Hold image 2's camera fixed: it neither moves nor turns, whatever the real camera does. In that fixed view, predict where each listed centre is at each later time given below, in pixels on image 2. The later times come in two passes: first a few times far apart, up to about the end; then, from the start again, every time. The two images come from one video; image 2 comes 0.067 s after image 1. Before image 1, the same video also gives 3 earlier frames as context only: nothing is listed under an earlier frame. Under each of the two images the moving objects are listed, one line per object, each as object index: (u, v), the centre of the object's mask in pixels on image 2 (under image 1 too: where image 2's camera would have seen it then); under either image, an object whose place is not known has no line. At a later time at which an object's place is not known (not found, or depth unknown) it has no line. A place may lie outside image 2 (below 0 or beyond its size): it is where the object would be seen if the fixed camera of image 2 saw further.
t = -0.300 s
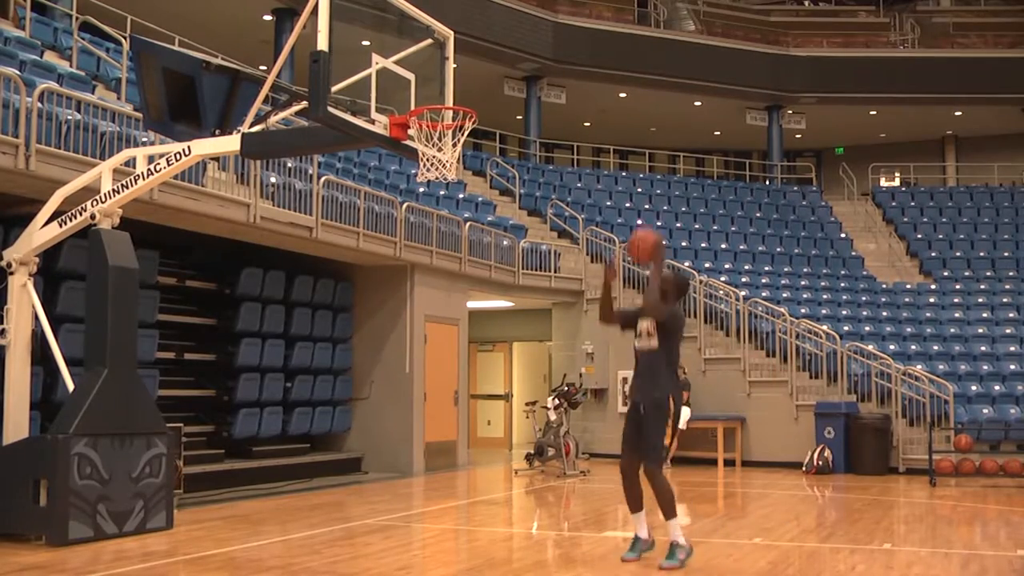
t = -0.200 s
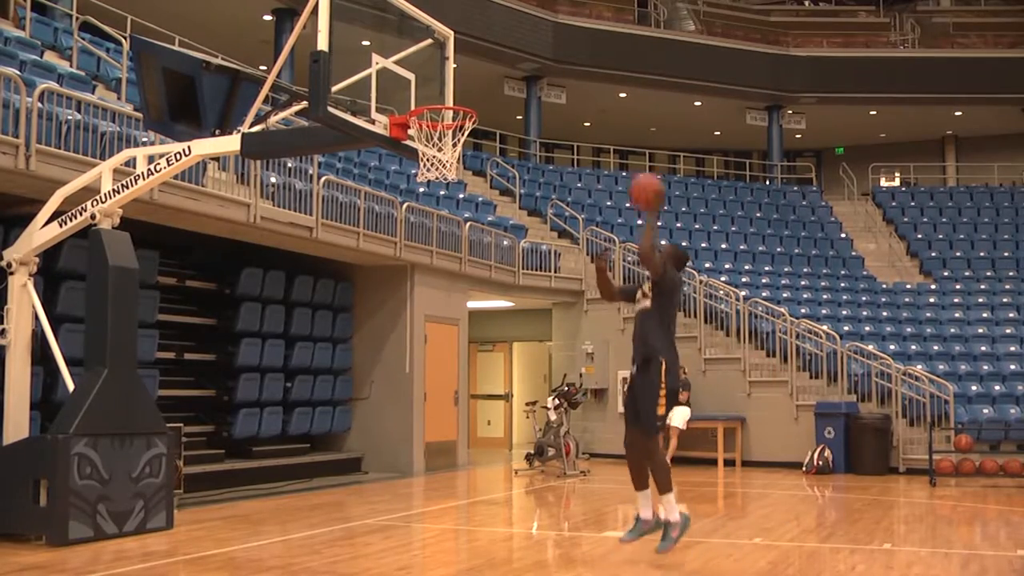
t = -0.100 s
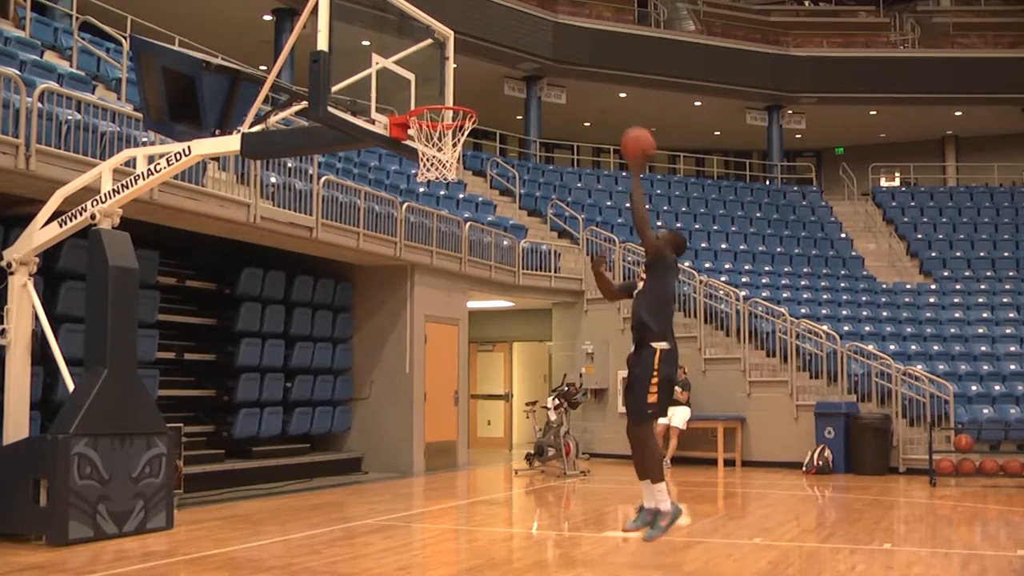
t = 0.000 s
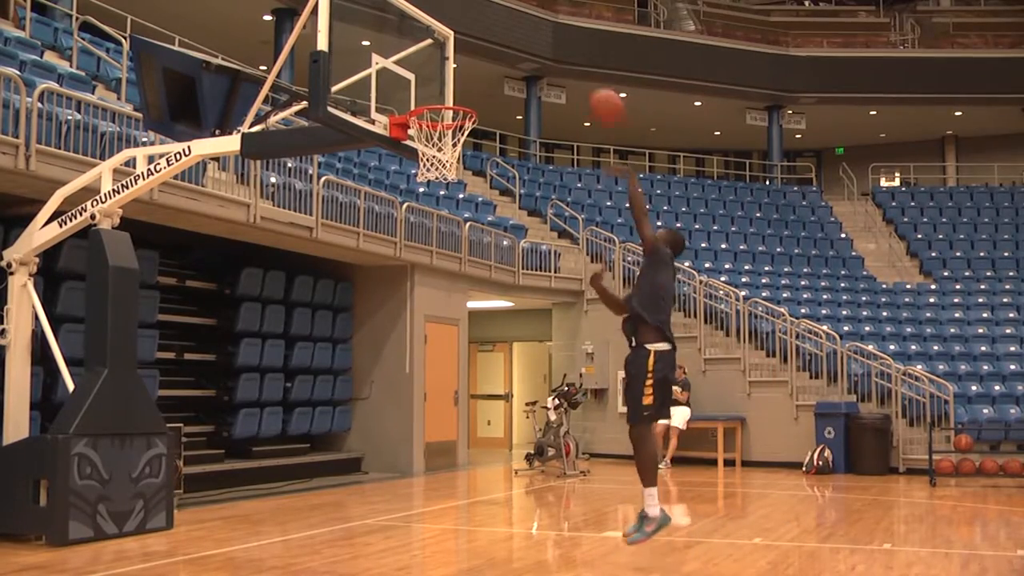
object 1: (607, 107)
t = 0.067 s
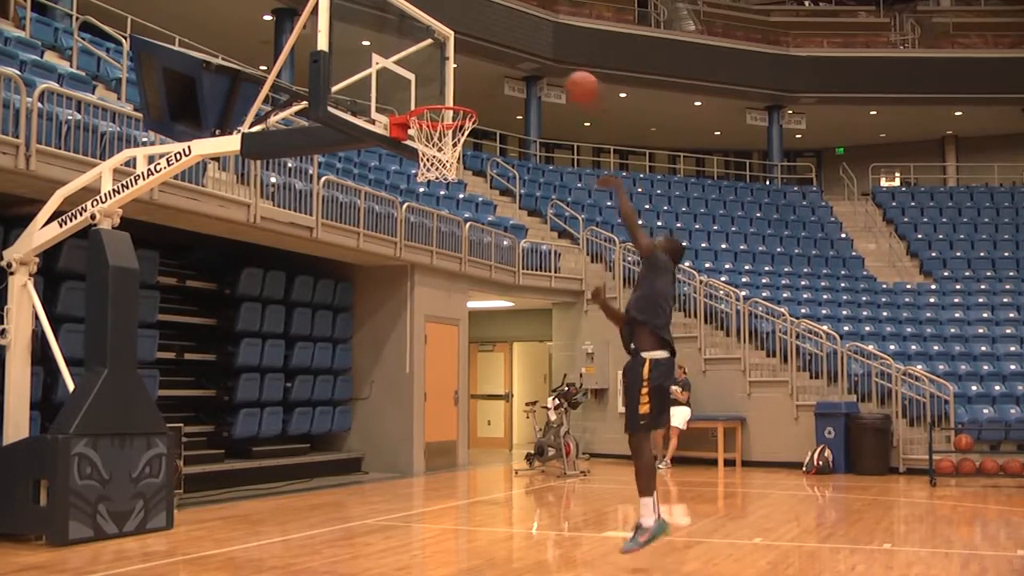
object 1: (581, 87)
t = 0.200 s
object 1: (535, 71)
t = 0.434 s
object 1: (456, 95)
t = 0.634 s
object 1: (416, 167)
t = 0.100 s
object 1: (570, 82)
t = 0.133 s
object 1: (558, 77)
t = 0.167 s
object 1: (547, 73)
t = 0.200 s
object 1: (535, 71)
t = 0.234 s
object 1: (524, 70)
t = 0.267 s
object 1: (513, 71)
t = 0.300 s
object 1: (502, 74)
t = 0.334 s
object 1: (490, 78)
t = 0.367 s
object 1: (478, 84)
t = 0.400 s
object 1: (468, 91)
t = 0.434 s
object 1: (456, 95)
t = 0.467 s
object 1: (444, 100)
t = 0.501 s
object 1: (432, 119)
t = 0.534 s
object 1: (420, 131)
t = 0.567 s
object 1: (416, 143)
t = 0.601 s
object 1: (413, 151)
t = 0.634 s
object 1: (416, 167)
